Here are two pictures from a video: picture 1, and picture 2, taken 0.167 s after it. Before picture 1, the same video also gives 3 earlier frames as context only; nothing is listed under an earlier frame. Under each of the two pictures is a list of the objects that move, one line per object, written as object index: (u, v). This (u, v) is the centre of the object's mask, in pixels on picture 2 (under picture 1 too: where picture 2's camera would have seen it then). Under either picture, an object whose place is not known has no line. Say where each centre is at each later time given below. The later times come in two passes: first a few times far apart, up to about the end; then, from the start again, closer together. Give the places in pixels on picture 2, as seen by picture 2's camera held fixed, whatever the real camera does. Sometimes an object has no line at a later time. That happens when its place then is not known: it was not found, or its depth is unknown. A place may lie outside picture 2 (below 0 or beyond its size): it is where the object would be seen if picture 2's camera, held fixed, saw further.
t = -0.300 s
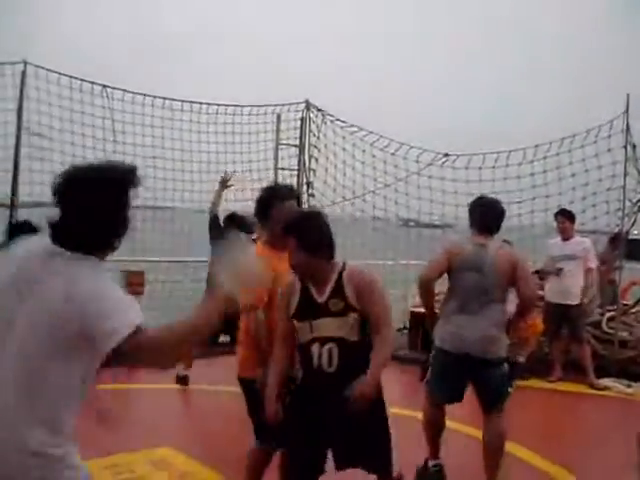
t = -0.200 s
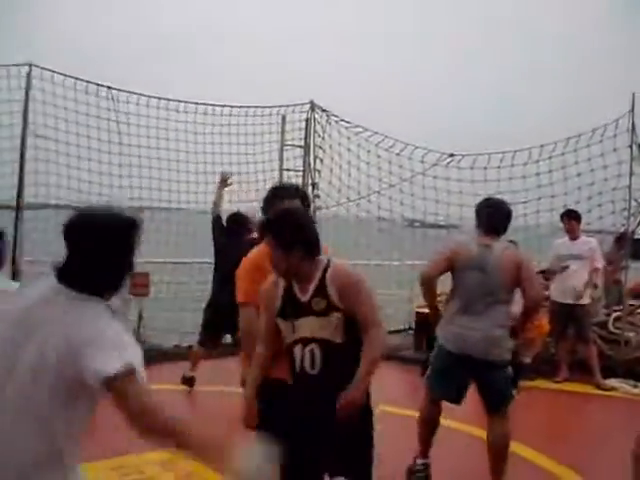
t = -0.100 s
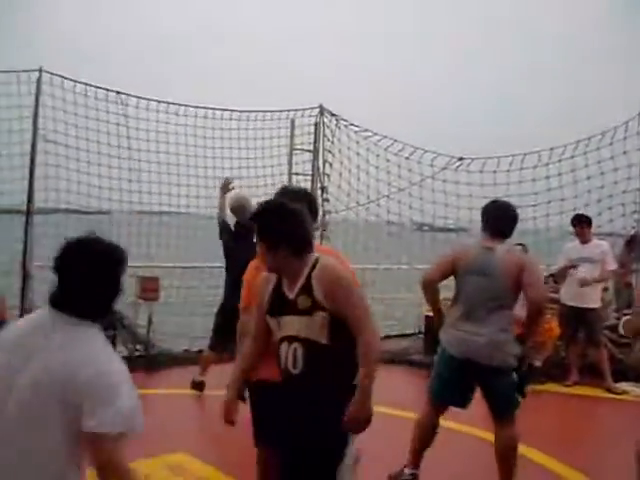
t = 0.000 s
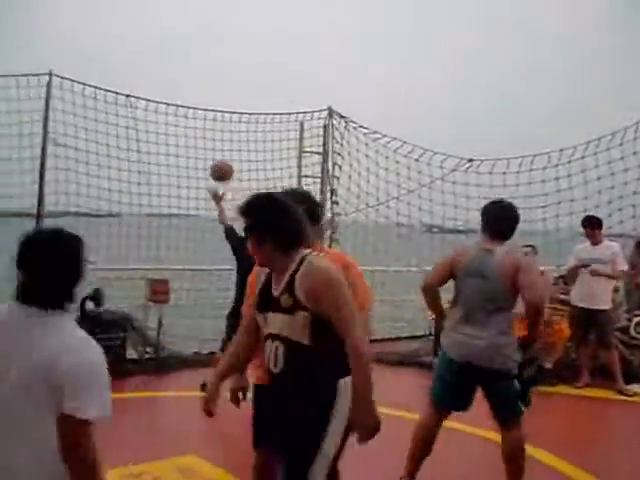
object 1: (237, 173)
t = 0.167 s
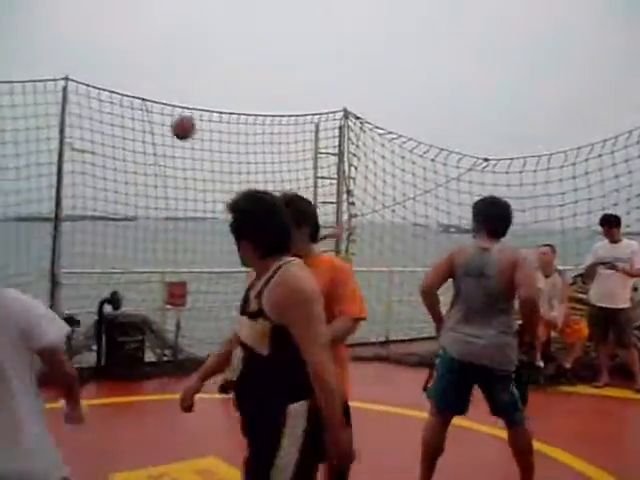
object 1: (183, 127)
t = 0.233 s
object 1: (159, 115)
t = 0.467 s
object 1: (64, 113)
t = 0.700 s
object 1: (-56, 185)
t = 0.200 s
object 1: (171, 121)
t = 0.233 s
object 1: (159, 115)
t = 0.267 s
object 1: (147, 112)
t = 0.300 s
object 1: (134, 109)
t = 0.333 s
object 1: (121, 107)
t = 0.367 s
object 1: (108, 106)
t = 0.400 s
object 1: (94, 107)
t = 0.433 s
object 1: (80, 109)
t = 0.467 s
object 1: (64, 113)
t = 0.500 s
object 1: (50, 117)
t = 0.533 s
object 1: (33, 125)
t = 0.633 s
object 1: (-22, 157)
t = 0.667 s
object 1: (-39, 171)
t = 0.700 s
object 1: (-56, 185)
